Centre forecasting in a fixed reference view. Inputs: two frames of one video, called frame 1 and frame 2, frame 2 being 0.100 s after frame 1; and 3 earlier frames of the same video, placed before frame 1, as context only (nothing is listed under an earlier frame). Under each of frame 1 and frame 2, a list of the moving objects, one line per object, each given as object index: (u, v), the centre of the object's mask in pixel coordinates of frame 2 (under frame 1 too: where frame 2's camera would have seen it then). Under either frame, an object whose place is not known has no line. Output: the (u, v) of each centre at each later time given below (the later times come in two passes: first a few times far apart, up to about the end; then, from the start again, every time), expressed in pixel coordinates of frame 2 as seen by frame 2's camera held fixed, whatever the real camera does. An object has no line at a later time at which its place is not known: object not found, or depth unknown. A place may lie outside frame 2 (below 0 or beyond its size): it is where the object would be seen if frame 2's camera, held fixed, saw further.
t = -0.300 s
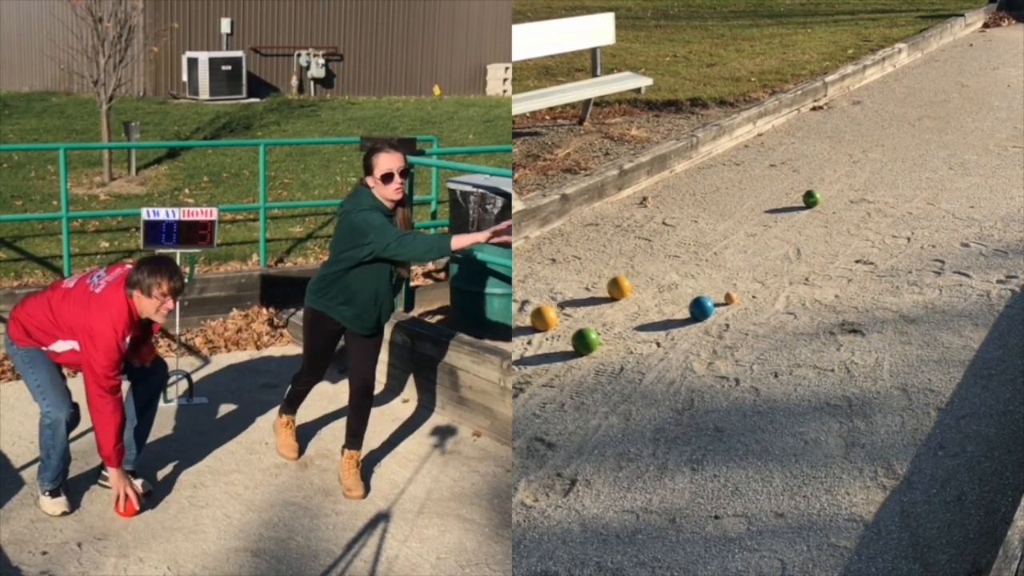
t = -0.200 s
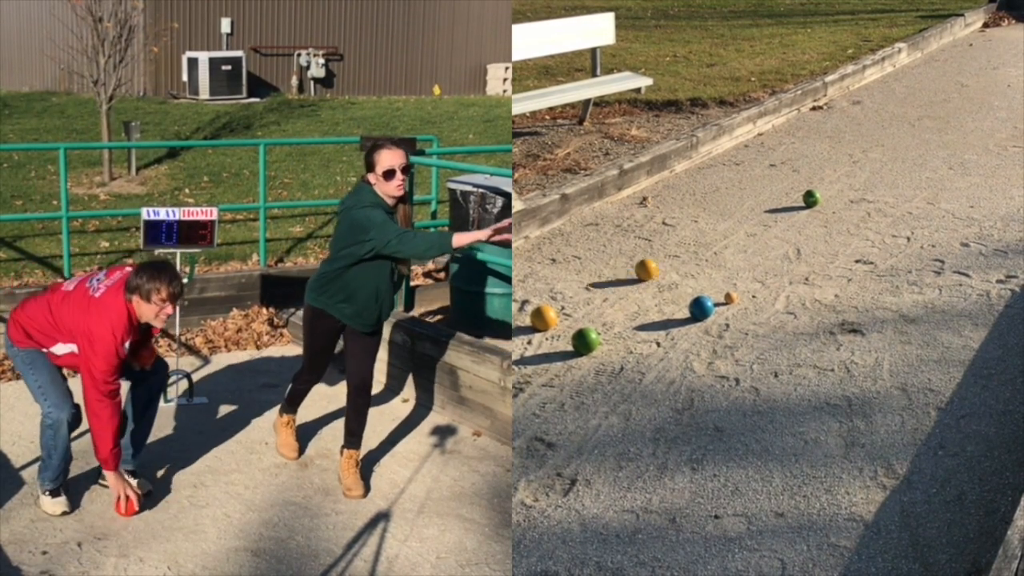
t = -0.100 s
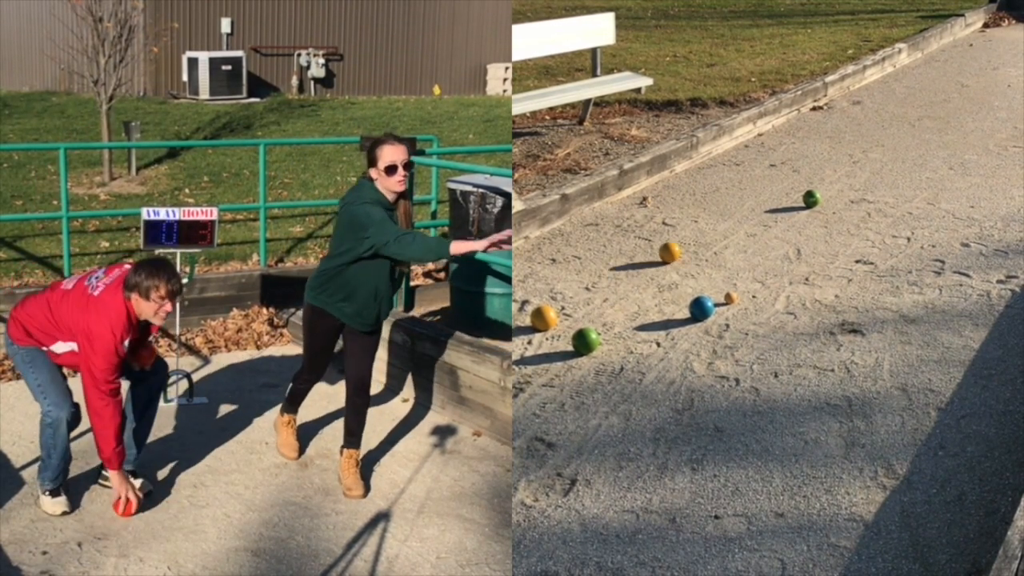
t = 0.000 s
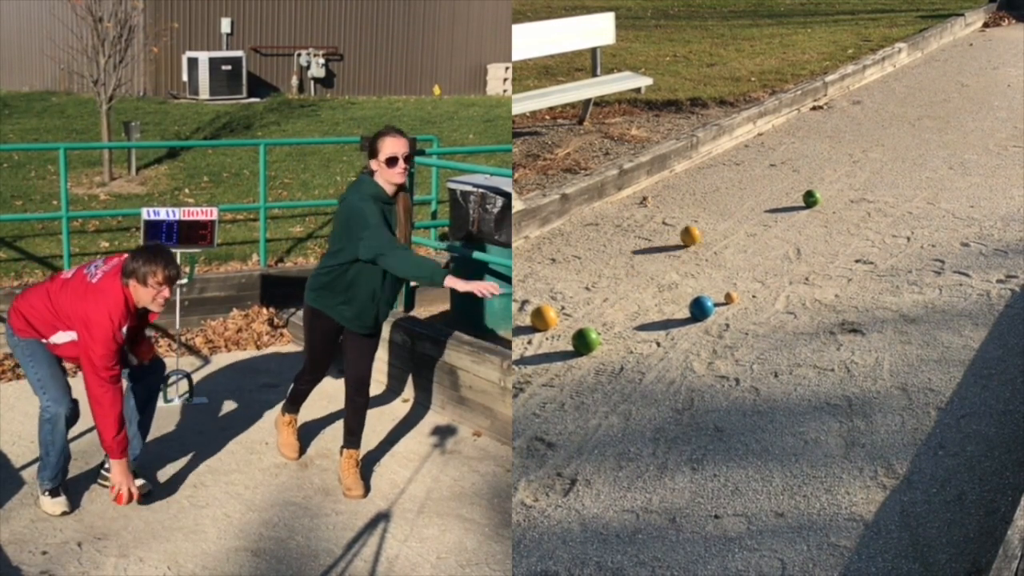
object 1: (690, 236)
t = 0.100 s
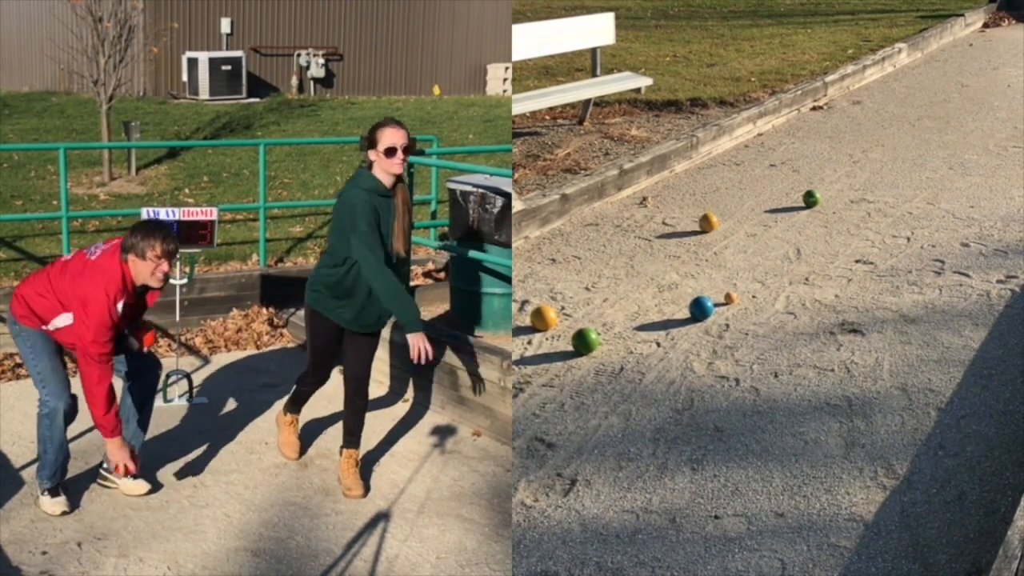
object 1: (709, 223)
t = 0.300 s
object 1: (739, 199)
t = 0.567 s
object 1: (772, 174)
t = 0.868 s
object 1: (800, 153)
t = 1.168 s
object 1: (821, 135)
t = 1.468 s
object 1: (838, 122)
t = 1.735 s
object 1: (849, 112)
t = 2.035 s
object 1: (861, 103)
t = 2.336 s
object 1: (869, 97)
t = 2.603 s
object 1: (873, 93)
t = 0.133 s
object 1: (713, 219)
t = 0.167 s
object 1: (719, 214)
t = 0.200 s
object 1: (725, 211)
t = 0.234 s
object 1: (729, 207)
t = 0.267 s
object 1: (734, 203)
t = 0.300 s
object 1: (739, 199)
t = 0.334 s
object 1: (743, 196)
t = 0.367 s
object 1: (748, 193)
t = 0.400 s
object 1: (752, 189)
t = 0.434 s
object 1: (756, 186)
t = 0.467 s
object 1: (761, 183)
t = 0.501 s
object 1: (764, 180)
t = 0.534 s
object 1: (768, 177)
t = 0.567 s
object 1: (772, 174)
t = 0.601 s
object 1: (775, 172)
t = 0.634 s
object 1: (779, 170)
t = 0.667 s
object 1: (782, 167)
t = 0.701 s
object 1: (785, 164)
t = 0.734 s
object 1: (789, 162)
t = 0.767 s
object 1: (791, 160)
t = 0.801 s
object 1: (795, 157)
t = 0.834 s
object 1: (797, 155)
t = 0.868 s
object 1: (800, 153)
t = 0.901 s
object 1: (802, 150)
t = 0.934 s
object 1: (805, 148)
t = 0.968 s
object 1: (807, 147)
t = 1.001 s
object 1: (810, 144)
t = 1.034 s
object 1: (812, 142)
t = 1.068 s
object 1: (814, 140)
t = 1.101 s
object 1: (817, 138)
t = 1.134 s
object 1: (819, 137)
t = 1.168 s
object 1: (821, 135)
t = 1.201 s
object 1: (823, 134)
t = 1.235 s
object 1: (825, 132)
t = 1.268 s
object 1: (827, 130)
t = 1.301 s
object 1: (829, 129)
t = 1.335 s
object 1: (831, 127)
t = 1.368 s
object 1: (833, 126)
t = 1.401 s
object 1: (834, 124)
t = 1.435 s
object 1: (836, 123)
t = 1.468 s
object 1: (838, 122)
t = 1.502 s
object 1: (840, 120)
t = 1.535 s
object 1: (841, 119)
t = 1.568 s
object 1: (843, 117)
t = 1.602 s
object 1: (844, 116)
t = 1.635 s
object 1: (845, 115)
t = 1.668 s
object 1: (846, 114)
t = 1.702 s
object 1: (848, 113)
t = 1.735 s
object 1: (849, 112)
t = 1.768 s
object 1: (851, 110)
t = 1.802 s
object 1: (852, 109)
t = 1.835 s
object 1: (854, 108)
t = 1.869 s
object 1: (855, 108)
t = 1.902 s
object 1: (856, 107)
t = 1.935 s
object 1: (857, 106)
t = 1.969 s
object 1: (858, 105)
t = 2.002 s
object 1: (859, 104)
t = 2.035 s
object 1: (861, 103)
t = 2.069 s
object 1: (862, 103)
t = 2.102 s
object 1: (863, 102)
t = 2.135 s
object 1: (864, 101)
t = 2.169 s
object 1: (865, 100)
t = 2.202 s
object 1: (866, 100)
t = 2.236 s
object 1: (866, 99)
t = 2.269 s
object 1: (867, 98)
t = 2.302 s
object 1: (868, 98)
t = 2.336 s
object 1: (869, 97)
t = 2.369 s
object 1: (869, 96)
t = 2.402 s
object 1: (870, 96)
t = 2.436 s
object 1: (870, 95)
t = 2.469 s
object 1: (871, 95)
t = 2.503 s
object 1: (871, 94)
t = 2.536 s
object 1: (872, 93)
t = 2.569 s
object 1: (873, 93)
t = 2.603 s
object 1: (873, 93)
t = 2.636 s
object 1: (873, 92)
